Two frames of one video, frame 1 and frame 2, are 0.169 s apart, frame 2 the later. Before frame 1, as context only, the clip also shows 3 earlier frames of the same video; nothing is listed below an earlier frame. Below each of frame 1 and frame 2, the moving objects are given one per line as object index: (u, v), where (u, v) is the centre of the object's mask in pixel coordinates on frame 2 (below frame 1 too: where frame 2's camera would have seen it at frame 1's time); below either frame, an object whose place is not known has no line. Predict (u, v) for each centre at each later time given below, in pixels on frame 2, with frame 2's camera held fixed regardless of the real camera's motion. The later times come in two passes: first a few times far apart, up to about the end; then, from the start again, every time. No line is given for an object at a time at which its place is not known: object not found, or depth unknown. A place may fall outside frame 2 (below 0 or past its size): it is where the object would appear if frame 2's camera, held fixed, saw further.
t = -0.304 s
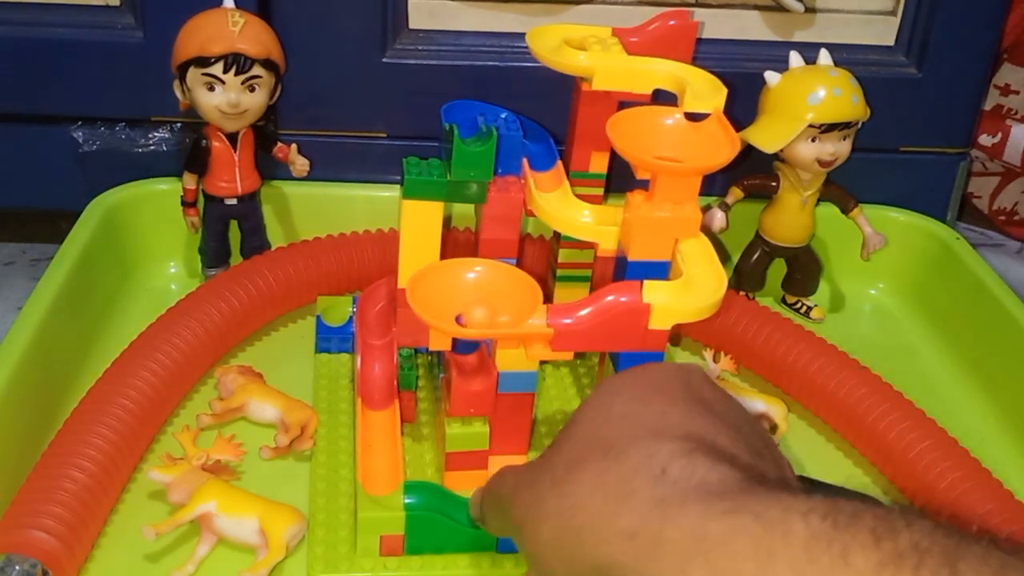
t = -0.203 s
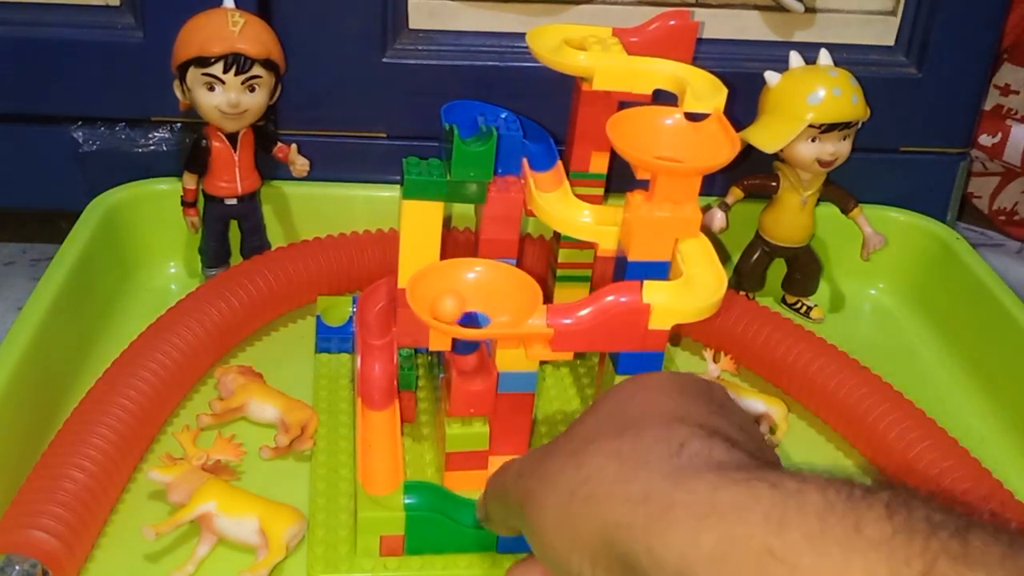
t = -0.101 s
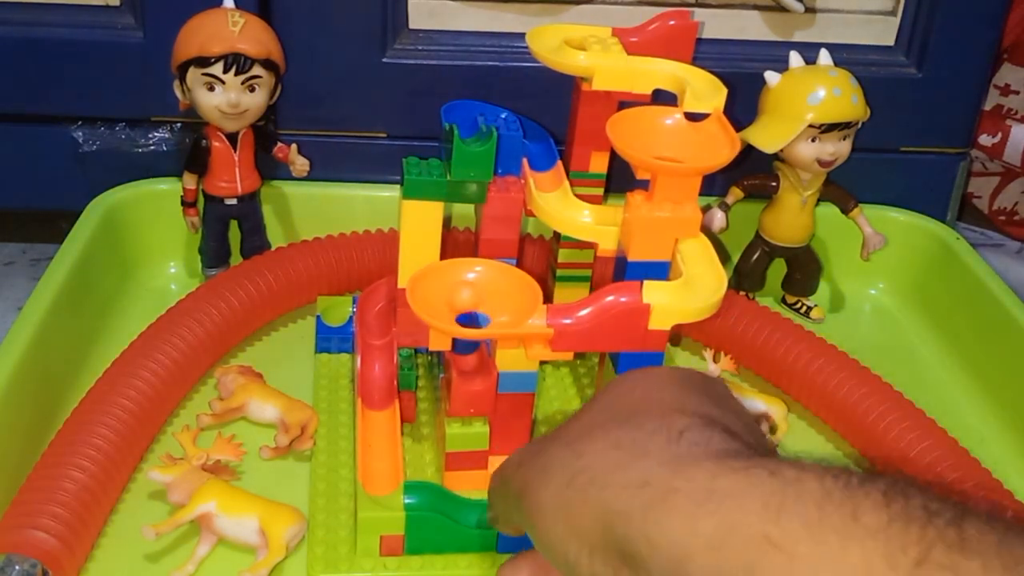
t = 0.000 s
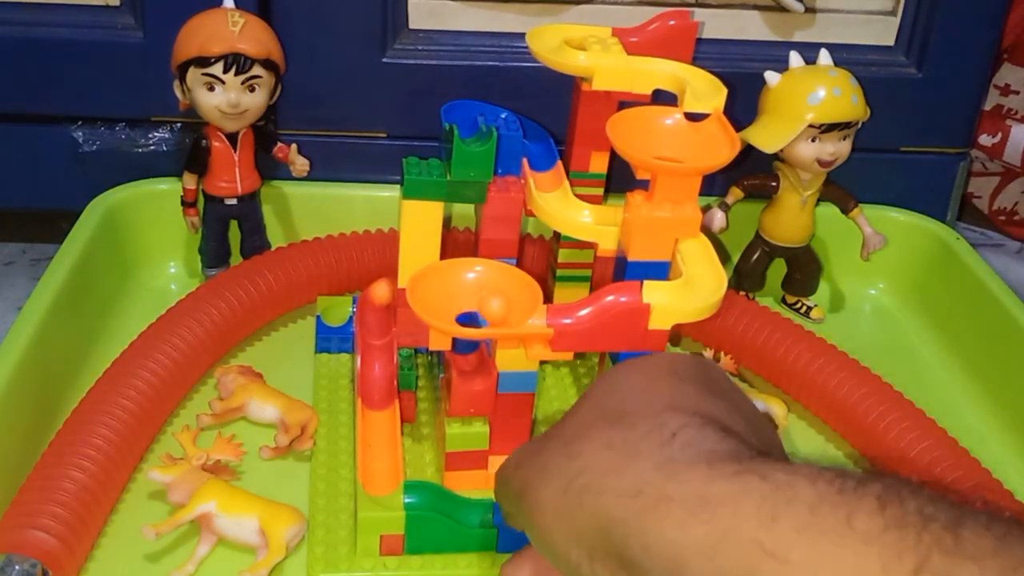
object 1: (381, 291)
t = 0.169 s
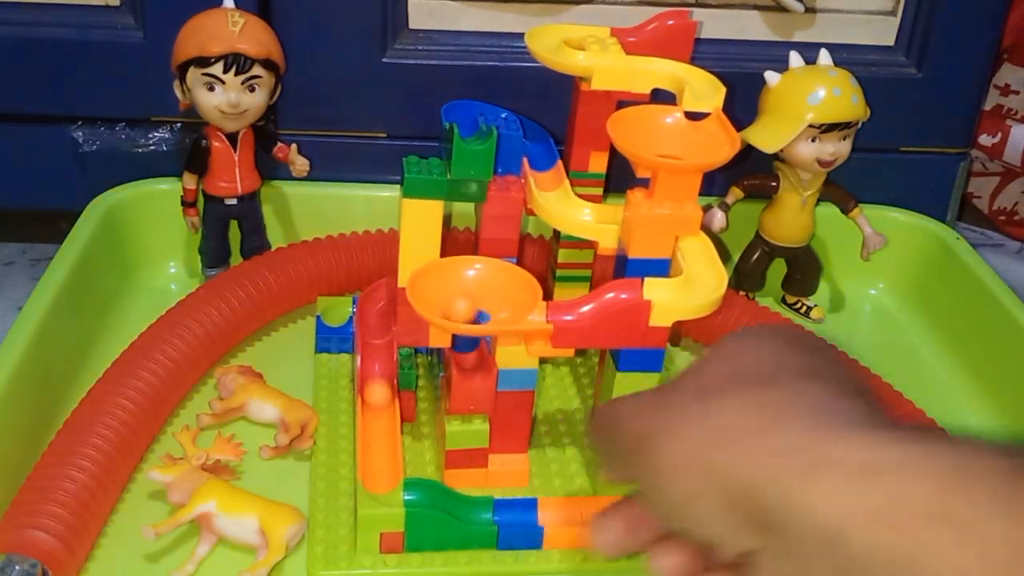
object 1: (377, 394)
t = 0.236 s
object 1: (378, 443)
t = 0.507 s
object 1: (555, 512)
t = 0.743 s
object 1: (664, 503)
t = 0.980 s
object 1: (495, 511)
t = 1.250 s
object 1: (516, 512)
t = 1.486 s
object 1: (611, 512)
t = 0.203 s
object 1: (378, 418)
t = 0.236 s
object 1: (378, 443)
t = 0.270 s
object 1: (380, 473)
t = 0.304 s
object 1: (383, 487)
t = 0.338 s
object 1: (404, 493)
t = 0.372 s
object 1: (425, 492)
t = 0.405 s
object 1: (446, 499)
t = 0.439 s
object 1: (475, 509)
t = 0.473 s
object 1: (514, 512)
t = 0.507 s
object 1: (555, 512)
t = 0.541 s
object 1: (586, 513)
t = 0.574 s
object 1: (615, 509)
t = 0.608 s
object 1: (652, 506)
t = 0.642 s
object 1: (671, 499)
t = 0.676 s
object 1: (680, 495)
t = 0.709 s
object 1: (678, 495)
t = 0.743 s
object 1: (664, 503)
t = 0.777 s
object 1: (640, 509)
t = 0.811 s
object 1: (611, 510)
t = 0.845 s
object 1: (583, 513)
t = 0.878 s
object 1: (559, 511)
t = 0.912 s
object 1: (531, 513)
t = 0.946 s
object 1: (509, 512)
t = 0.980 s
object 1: (495, 511)
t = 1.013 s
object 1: (481, 510)
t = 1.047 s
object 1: (470, 509)
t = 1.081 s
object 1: (465, 508)
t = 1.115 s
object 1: (467, 508)
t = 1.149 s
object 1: (477, 510)
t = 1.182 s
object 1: (488, 510)
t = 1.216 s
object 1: (502, 512)
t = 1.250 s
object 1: (516, 512)
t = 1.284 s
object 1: (528, 513)
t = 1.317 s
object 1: (544, 512)
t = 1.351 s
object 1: (557, 513)
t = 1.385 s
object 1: (571, 513)
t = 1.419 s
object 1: (583, 512)
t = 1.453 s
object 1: (598, 512)
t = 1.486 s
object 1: (611, 512)
